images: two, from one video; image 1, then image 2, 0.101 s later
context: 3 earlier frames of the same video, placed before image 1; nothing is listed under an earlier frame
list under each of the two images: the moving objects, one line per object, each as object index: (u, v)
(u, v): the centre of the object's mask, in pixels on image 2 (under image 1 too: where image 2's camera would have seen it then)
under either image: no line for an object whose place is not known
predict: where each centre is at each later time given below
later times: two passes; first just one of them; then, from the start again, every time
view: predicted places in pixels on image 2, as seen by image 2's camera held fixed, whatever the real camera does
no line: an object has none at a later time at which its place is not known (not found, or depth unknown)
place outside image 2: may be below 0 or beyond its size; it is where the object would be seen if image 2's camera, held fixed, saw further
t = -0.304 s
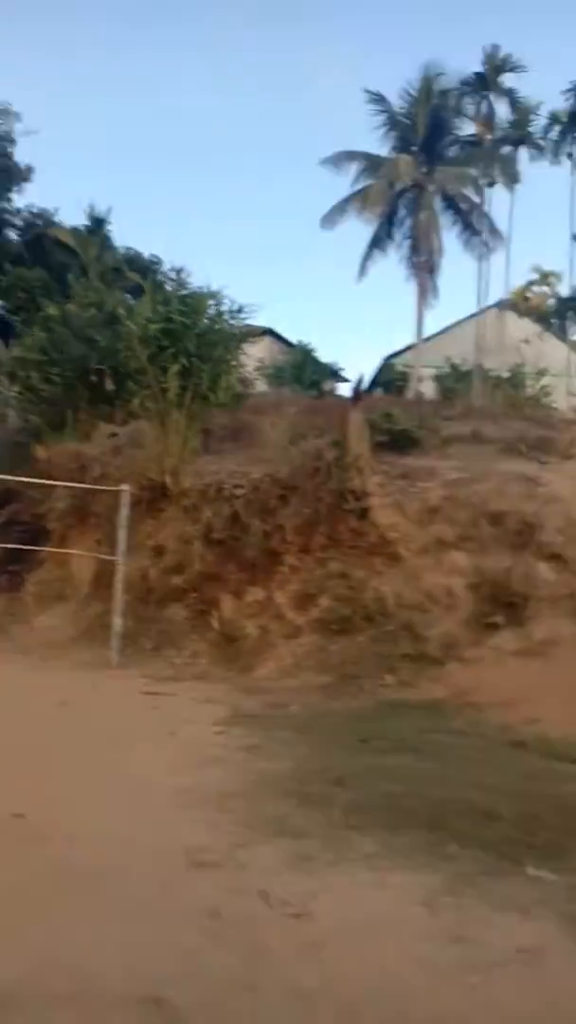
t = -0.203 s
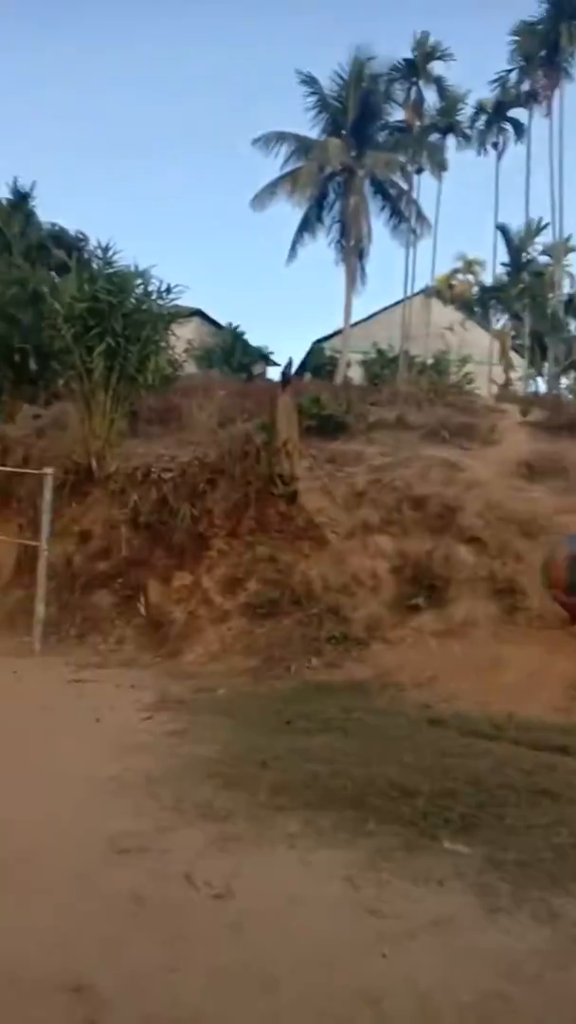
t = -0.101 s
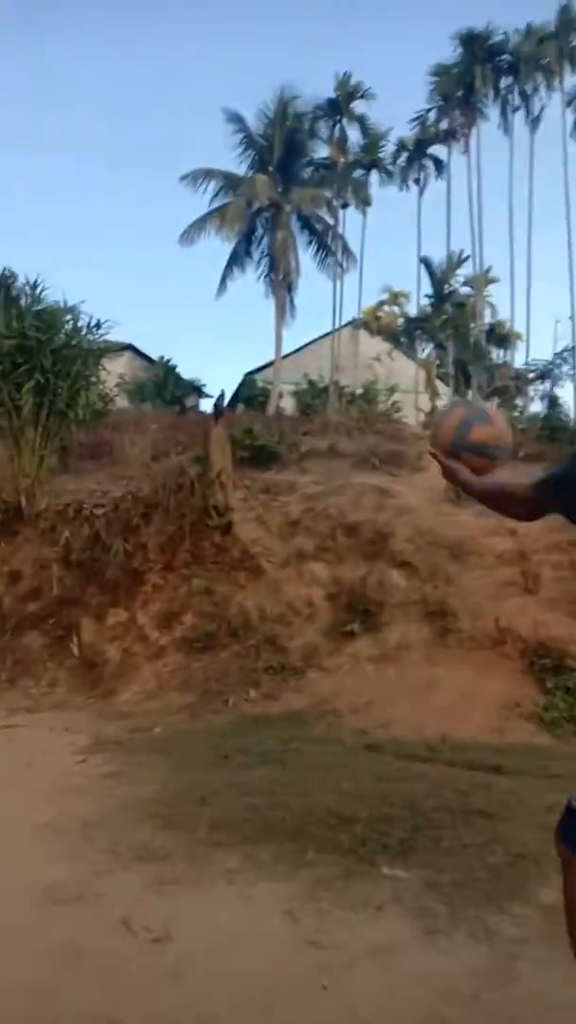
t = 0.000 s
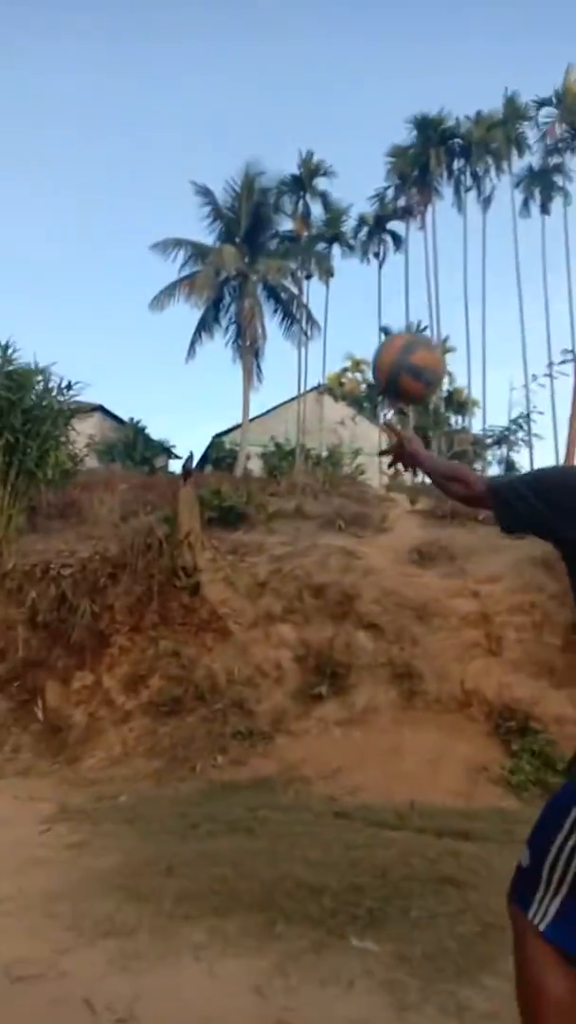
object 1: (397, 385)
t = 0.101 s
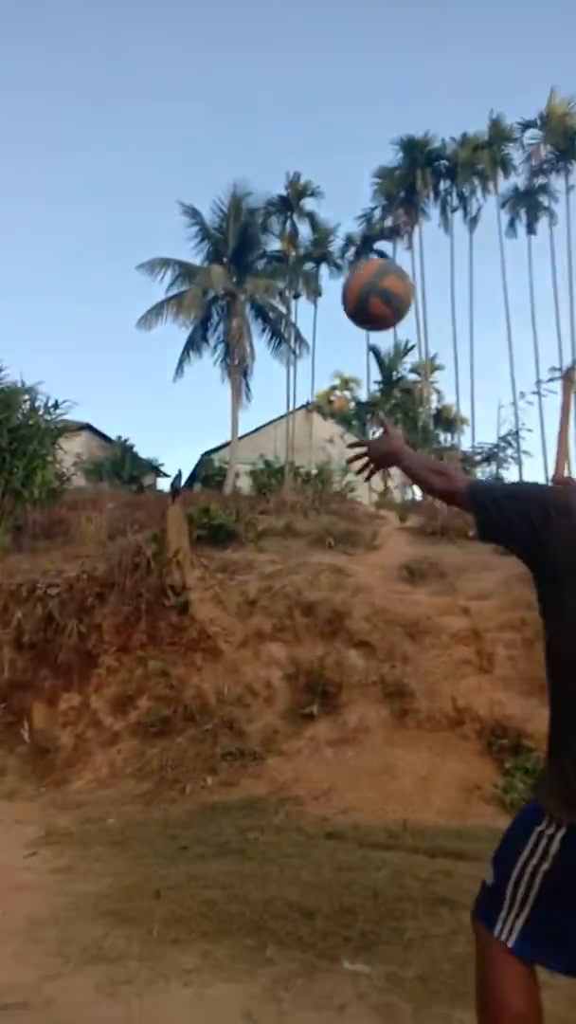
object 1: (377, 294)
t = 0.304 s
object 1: (347, 220)
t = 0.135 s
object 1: (372, 273)
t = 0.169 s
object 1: (365, 256)
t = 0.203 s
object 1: (361, 242)
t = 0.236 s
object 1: (355, 230)
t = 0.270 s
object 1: (352, 223)
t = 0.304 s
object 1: (347, 220)
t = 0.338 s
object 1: (342, 218)
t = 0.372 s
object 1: (339, 220)
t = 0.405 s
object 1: (335, 224)
